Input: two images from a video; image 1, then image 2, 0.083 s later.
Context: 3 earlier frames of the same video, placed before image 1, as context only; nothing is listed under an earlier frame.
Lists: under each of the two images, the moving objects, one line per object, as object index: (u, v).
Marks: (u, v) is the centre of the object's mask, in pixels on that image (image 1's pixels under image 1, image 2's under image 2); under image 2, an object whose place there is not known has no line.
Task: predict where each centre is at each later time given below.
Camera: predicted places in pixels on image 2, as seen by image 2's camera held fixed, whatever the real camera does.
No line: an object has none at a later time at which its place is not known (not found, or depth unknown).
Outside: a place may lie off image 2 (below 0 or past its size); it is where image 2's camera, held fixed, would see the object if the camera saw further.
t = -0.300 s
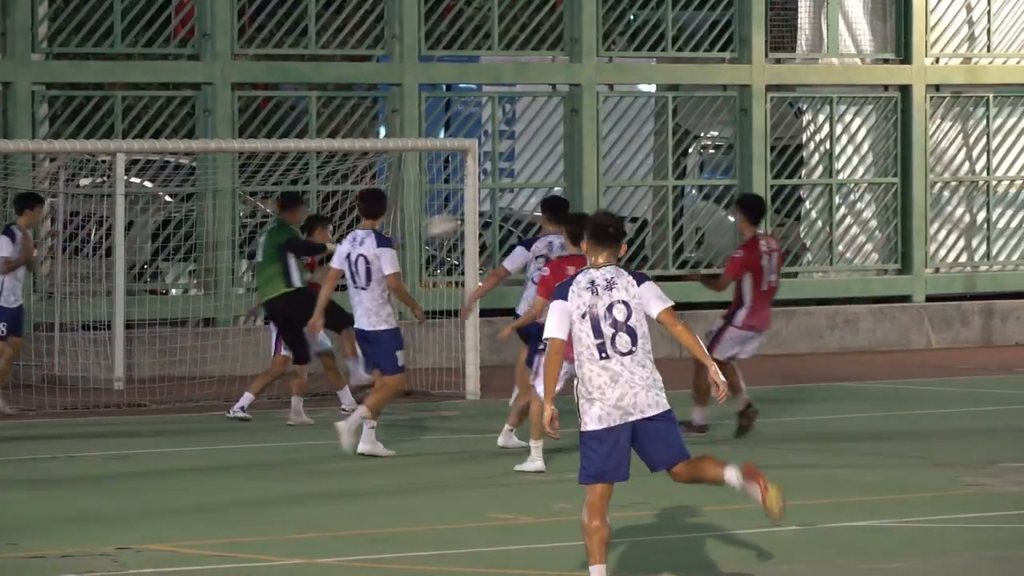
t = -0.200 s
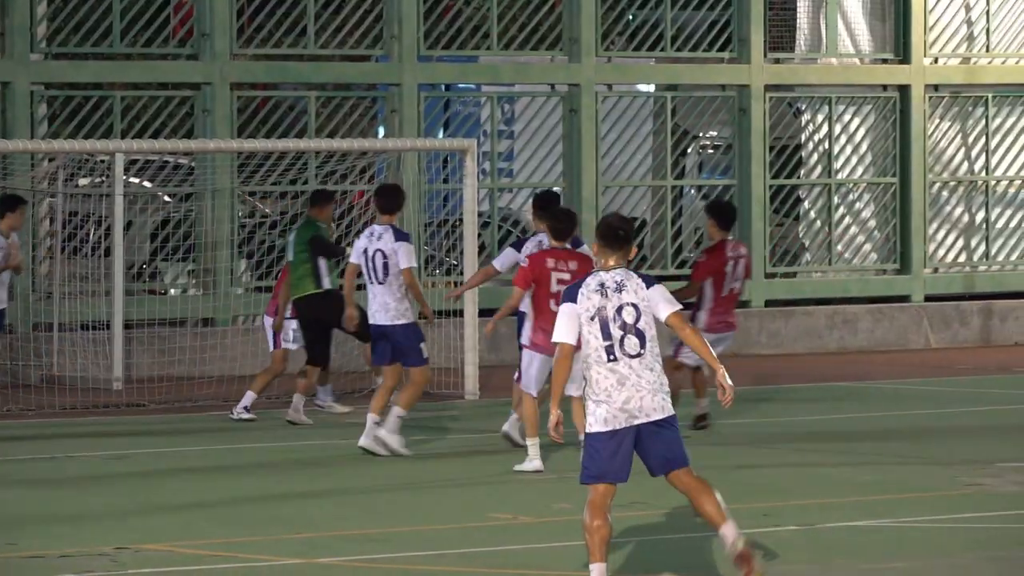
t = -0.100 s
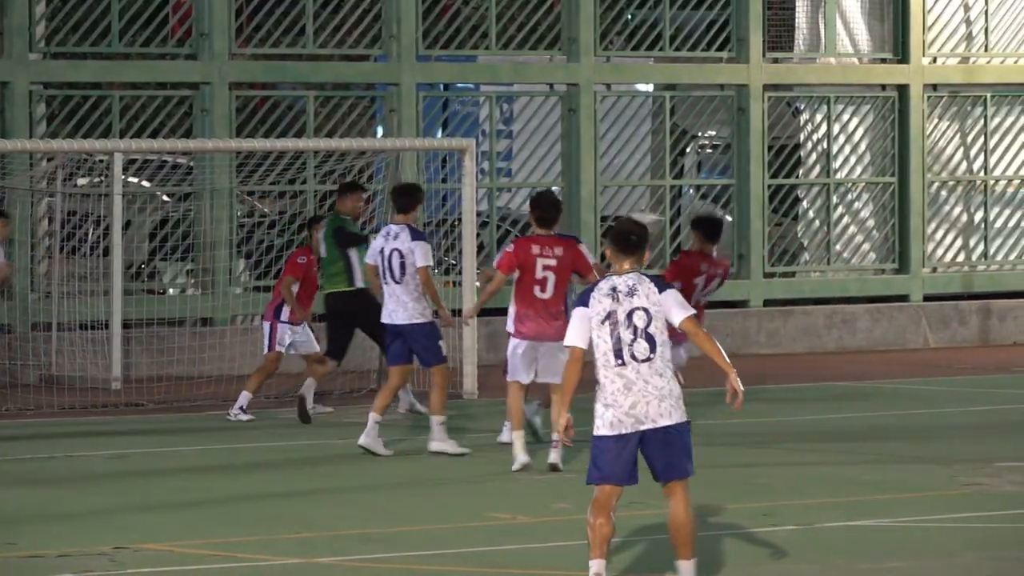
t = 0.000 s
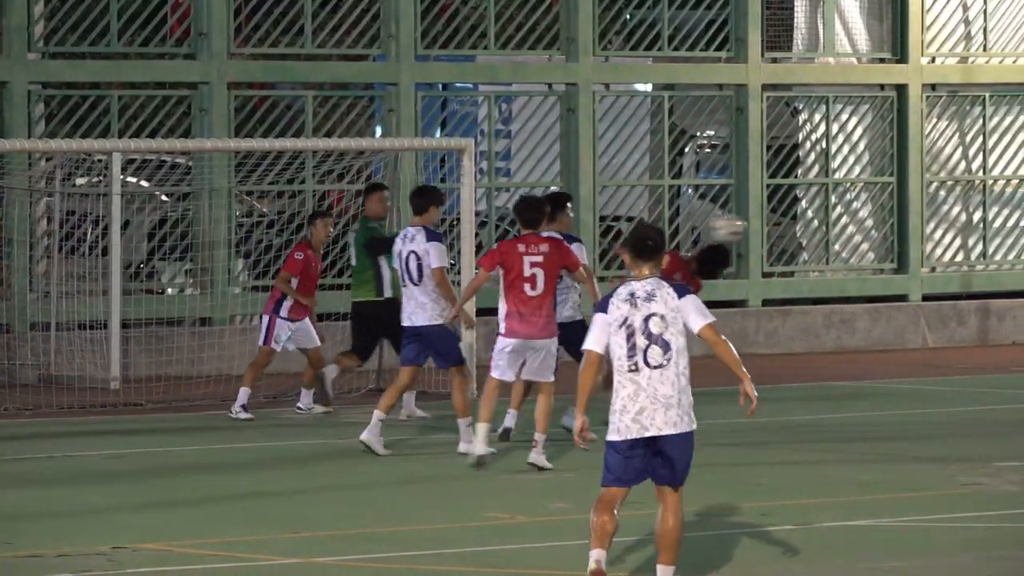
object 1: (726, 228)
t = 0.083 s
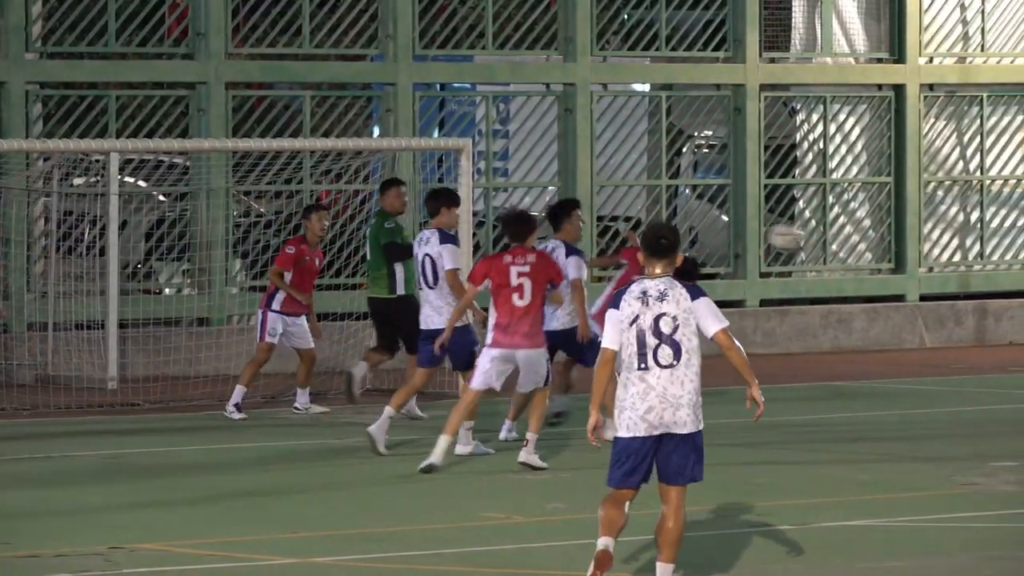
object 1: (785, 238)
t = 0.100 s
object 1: (797, 241)
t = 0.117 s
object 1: (810, 244)
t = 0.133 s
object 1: (821, 246)
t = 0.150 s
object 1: (835, 251)
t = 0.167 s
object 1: (848, 257)
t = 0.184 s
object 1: (861, 261)
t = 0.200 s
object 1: (873, 267)
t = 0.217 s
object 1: (886, 272)
